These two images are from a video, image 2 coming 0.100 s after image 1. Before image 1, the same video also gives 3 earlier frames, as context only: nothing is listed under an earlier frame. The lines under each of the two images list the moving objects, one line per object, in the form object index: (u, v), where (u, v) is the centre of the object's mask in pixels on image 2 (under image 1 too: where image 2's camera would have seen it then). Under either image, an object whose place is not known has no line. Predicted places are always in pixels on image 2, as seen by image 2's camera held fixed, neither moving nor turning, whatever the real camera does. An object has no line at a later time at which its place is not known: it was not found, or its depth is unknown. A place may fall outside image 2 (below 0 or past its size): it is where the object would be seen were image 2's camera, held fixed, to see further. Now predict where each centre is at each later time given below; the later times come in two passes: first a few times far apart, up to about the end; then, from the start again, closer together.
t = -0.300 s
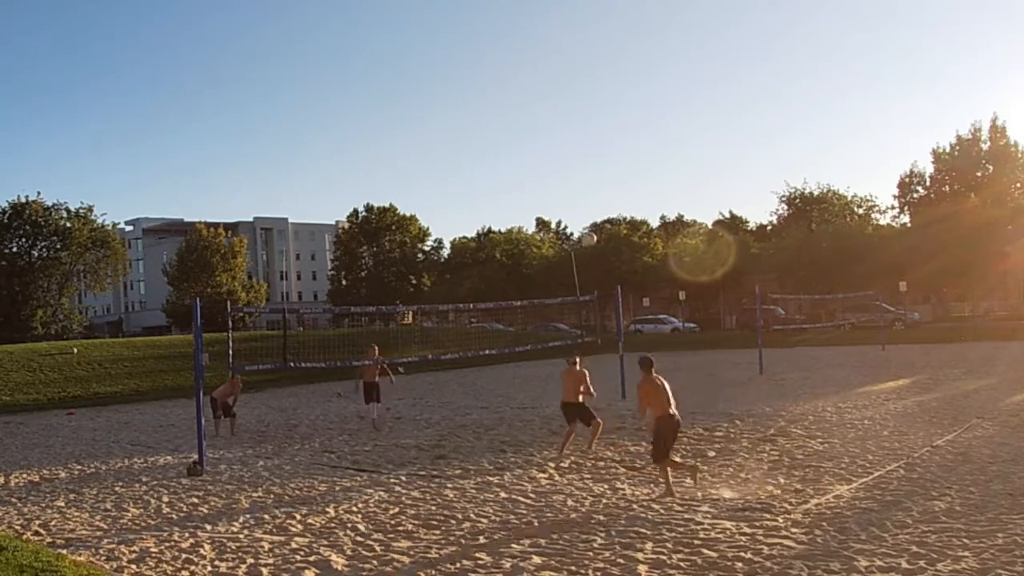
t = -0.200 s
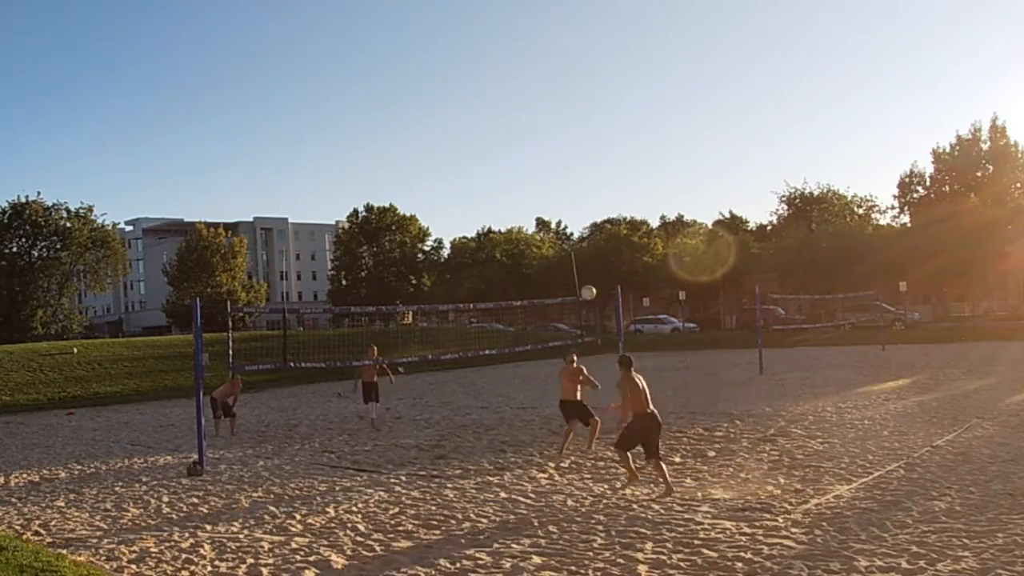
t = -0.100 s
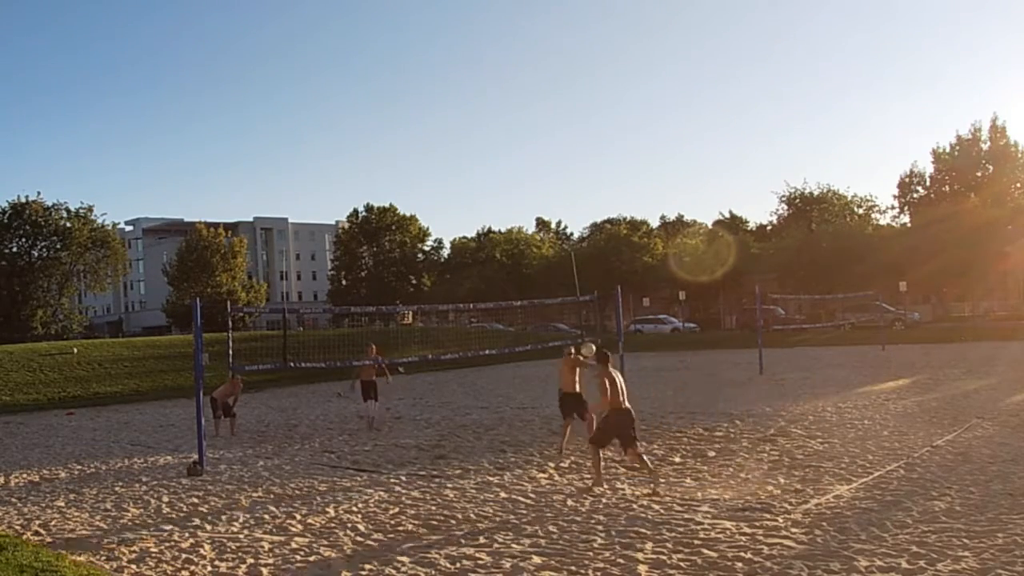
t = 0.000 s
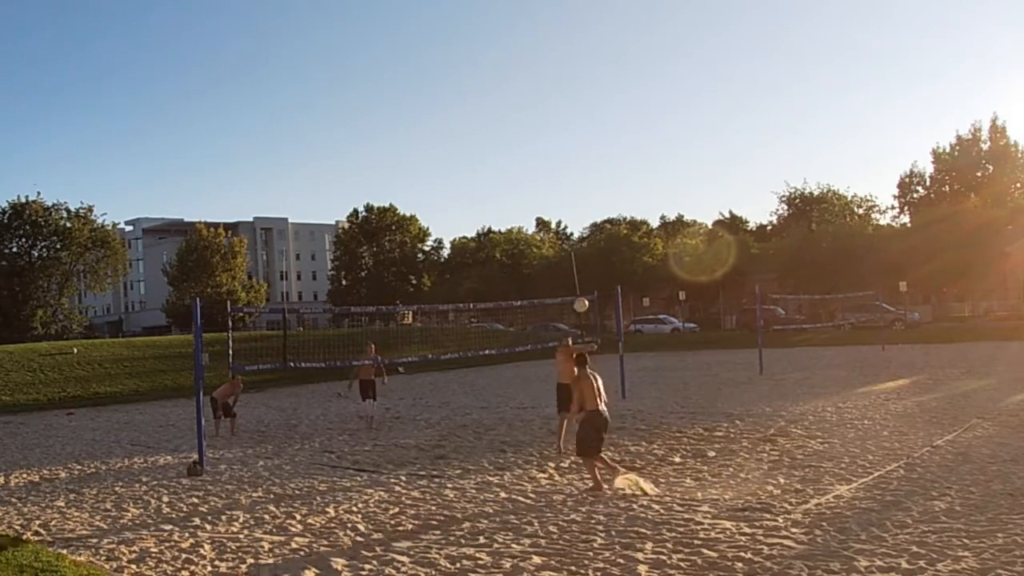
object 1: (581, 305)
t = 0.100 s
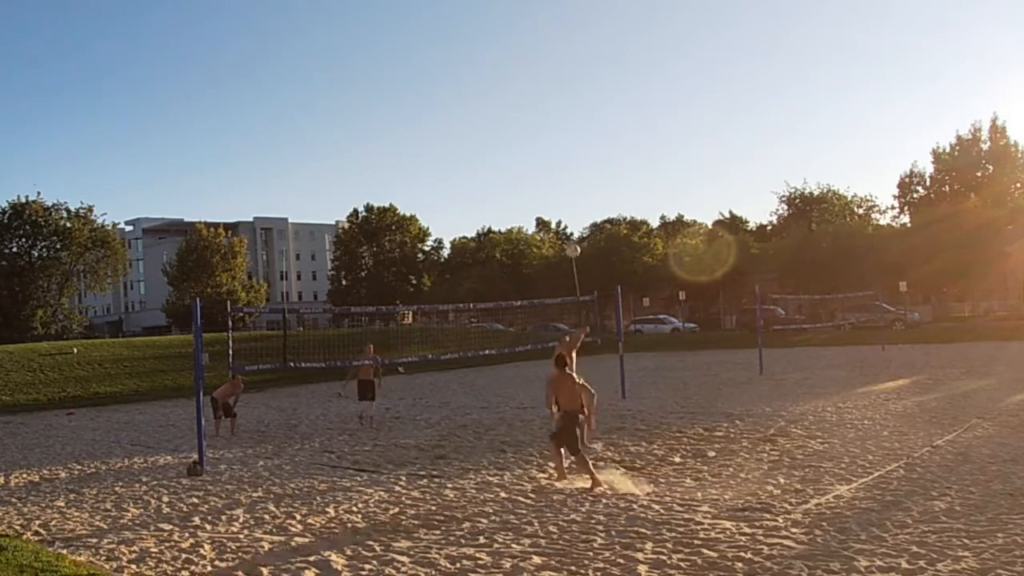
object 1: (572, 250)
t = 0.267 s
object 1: (559, 177)
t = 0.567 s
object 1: (538, 95)
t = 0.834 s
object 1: (524, 70)
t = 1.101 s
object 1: (513, 88)
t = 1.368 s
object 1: (506, 148)
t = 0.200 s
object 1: (564, 204)
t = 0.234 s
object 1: (561, 190)
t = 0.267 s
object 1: (559, 177)
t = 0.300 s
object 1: (556, 165)
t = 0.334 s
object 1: (554, 154)
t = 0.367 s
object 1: (551, 143)
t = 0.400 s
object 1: (549, 133)
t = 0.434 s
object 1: (547, 124)
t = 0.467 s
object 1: (545, 116)
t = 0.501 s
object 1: (542, 108)
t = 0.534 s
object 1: (540, 101)
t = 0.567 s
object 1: (538, 95)
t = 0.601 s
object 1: (536, 90)
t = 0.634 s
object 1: (534, 85)
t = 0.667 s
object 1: (532, 80)
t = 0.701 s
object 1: (531, 77)
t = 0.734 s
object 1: (529, 74)
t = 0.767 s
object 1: (527, 72)
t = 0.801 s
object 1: (525, 71)
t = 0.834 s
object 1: (524, 70)
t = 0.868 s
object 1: (522, 70)
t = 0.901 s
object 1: (521, 70)
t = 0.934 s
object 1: (520, 72)
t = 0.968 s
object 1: (518, 74)
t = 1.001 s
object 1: (517, 76)
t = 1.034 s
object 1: (516, 79)
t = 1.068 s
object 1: (514, 83)
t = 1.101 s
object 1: (513, 88)
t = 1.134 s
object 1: (512, 93)
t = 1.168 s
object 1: (511, 99)
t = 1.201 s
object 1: (510, 105)
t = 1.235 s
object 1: (509, 112)
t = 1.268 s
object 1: (508, 120)
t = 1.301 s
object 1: (507, 129)
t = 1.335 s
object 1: (507, 138)
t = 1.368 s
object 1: (506, 148)
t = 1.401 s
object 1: (505, 158)
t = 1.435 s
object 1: (505, 169)
